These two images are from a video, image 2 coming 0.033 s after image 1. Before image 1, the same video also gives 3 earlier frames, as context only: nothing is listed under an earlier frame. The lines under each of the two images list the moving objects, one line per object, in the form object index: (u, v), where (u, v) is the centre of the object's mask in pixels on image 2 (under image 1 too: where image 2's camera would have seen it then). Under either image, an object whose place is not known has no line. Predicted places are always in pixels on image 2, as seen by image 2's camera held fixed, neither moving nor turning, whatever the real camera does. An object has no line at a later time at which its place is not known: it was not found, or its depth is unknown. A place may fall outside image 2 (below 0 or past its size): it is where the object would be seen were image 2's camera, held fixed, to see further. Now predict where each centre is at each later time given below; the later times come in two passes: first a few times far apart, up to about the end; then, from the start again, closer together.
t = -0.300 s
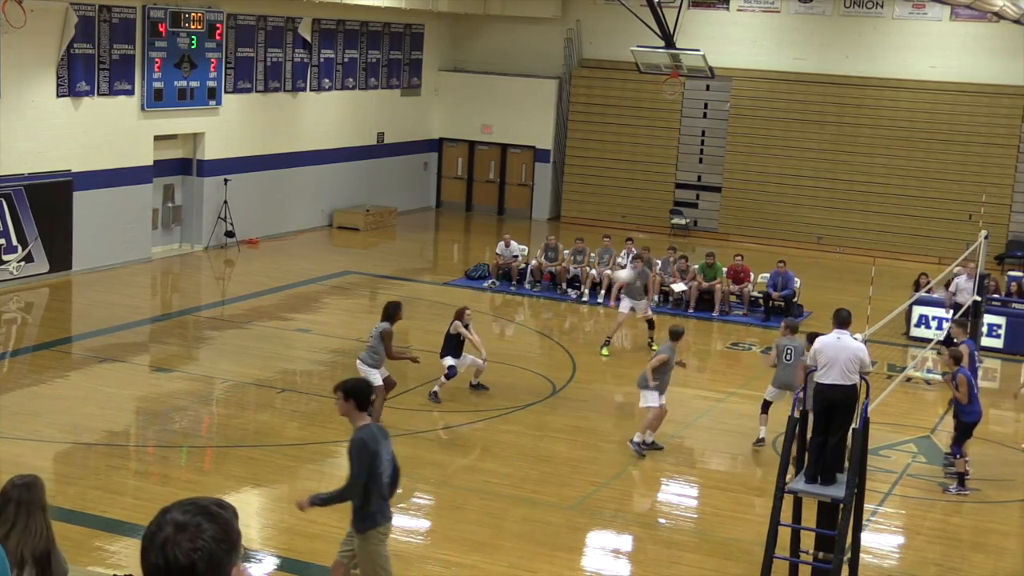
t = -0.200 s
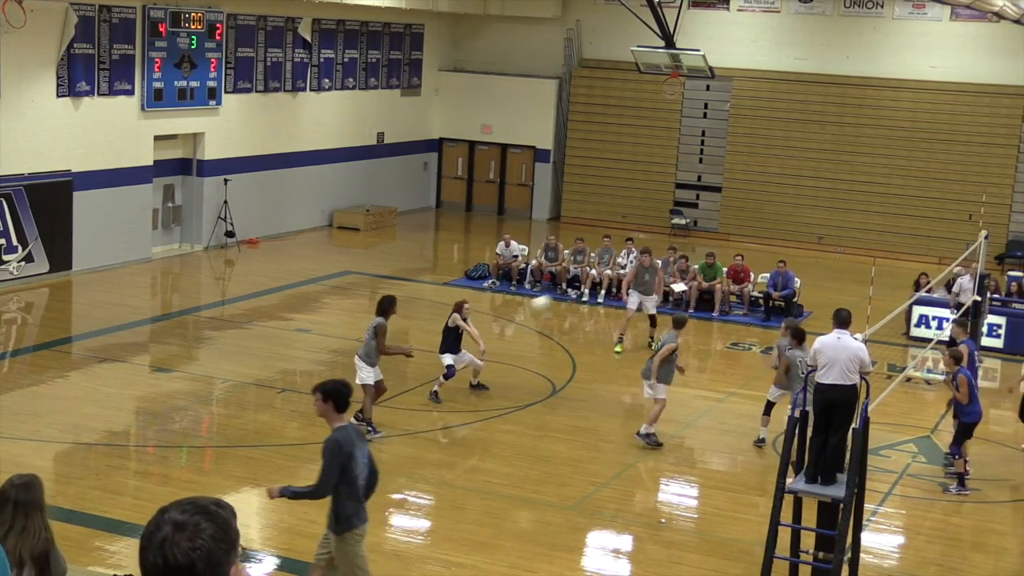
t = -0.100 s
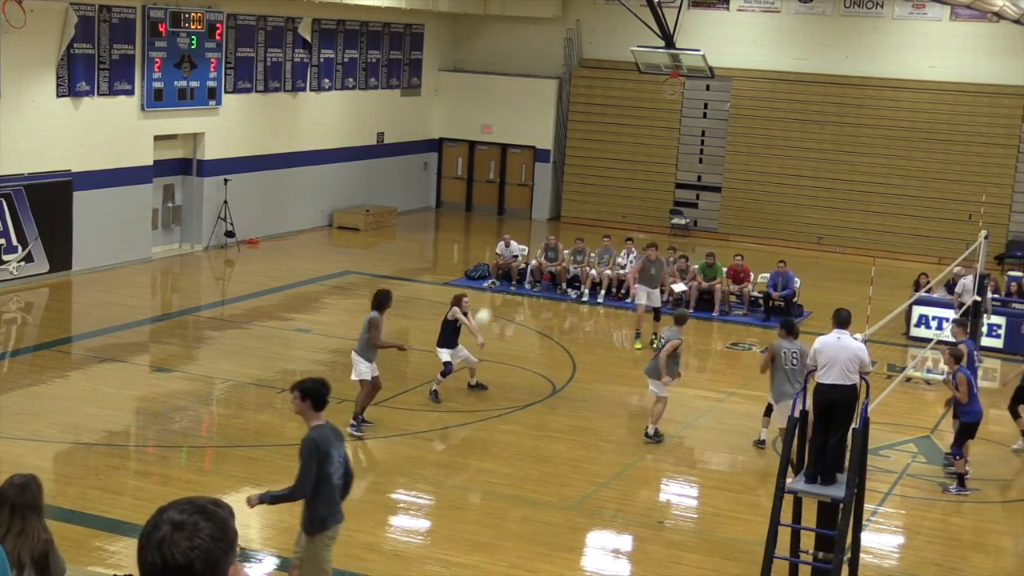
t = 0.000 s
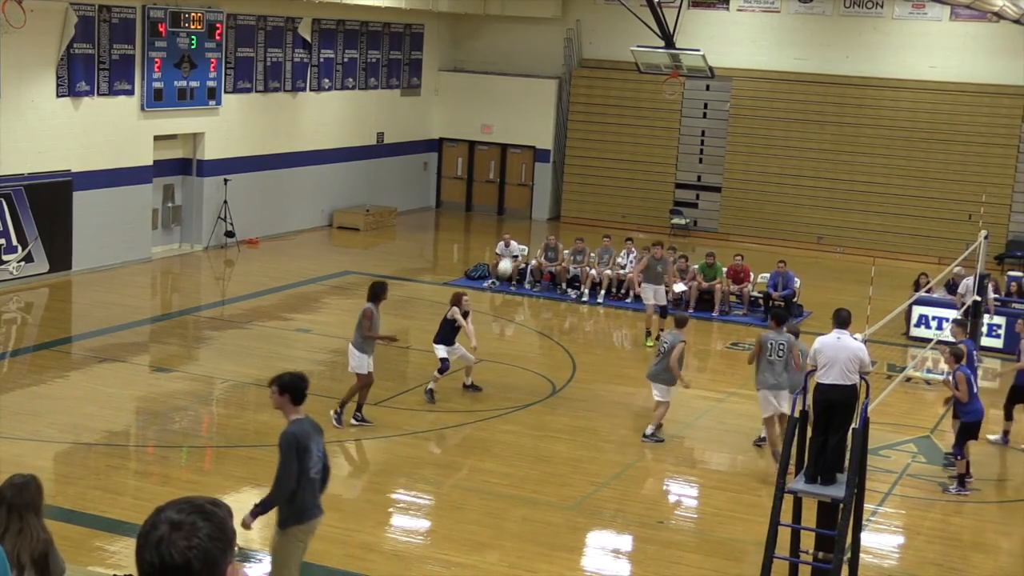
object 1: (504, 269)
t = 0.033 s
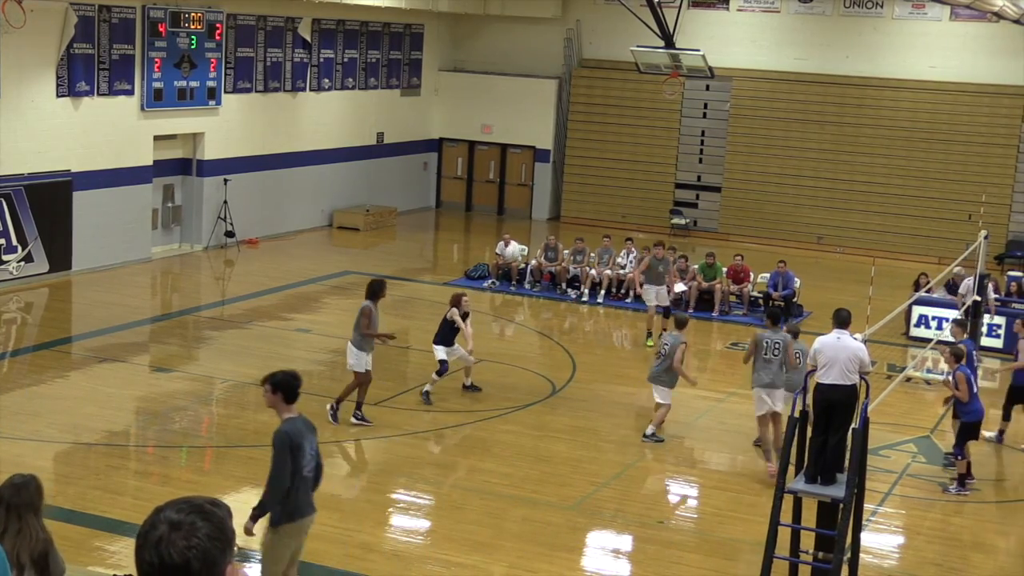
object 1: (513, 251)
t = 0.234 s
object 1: (556, 173)
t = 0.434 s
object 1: (592, 119)
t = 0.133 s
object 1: (535, 209)
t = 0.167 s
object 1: (543, 195)
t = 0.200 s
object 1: (550, 183)
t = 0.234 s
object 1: (556, 173)
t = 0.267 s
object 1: (564, 162)
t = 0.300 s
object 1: (571, 151)
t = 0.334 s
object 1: (575, 142)
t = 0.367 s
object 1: (581, 133)
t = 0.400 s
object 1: (586, 126)
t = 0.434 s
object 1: (592, 119)
